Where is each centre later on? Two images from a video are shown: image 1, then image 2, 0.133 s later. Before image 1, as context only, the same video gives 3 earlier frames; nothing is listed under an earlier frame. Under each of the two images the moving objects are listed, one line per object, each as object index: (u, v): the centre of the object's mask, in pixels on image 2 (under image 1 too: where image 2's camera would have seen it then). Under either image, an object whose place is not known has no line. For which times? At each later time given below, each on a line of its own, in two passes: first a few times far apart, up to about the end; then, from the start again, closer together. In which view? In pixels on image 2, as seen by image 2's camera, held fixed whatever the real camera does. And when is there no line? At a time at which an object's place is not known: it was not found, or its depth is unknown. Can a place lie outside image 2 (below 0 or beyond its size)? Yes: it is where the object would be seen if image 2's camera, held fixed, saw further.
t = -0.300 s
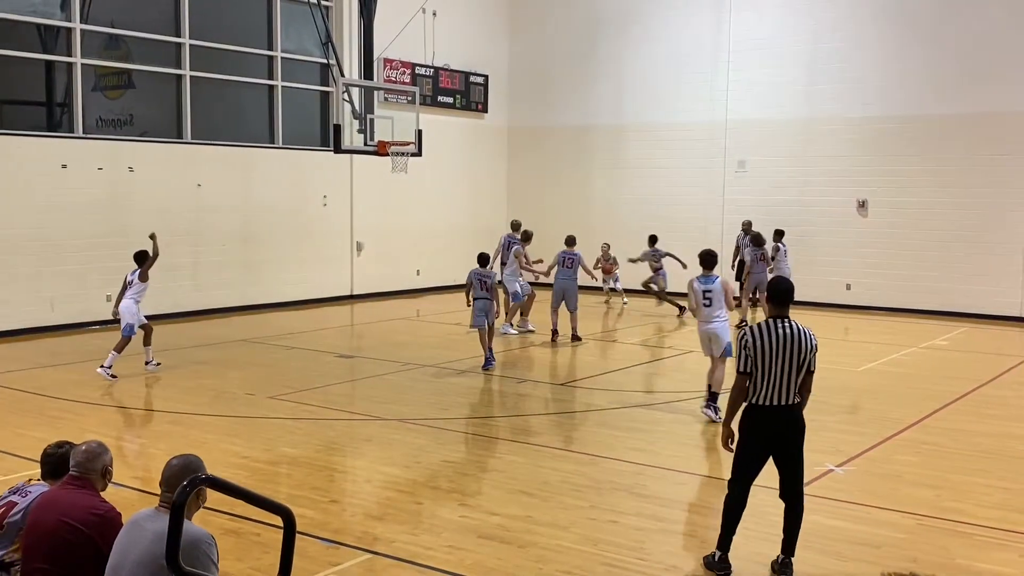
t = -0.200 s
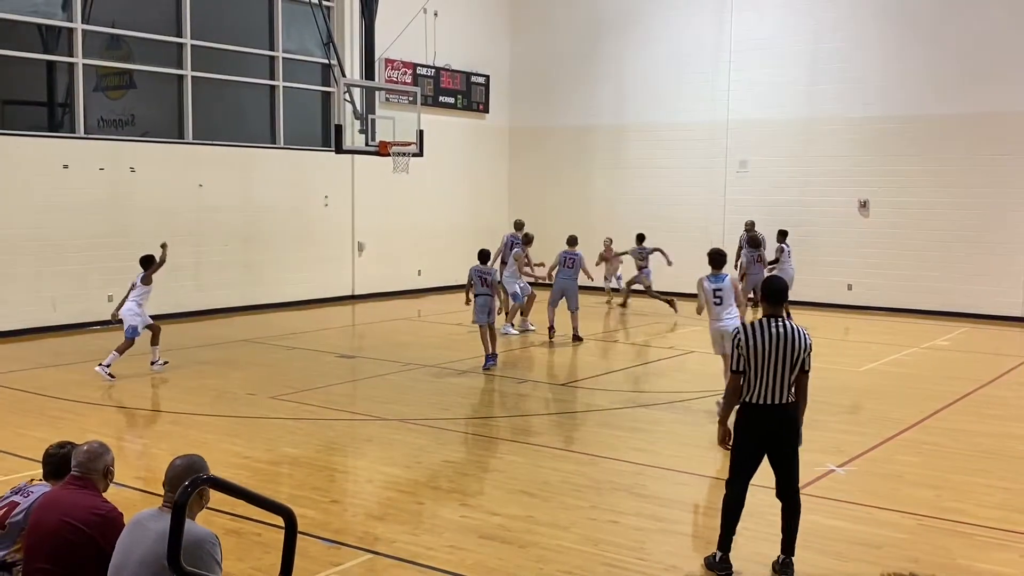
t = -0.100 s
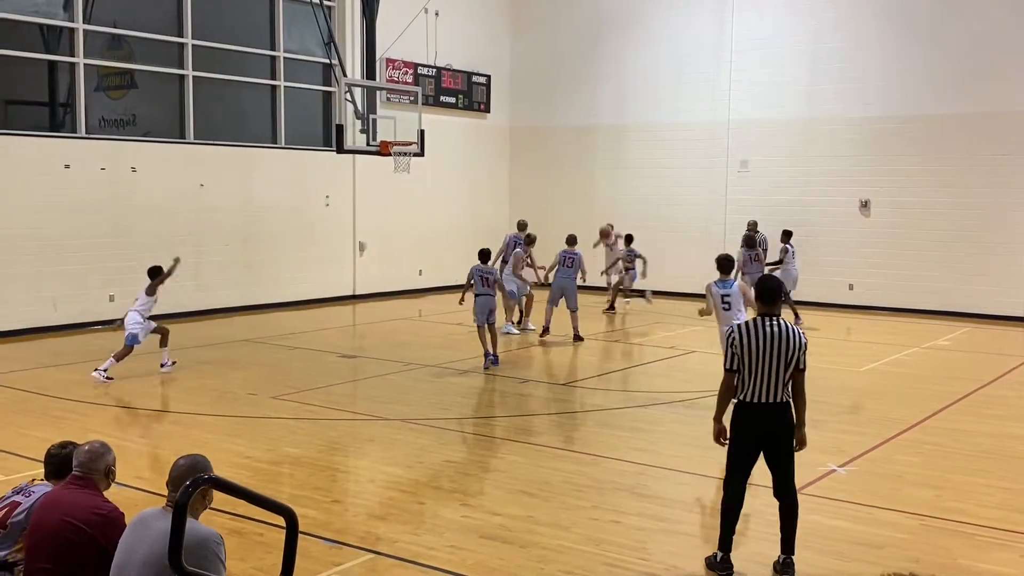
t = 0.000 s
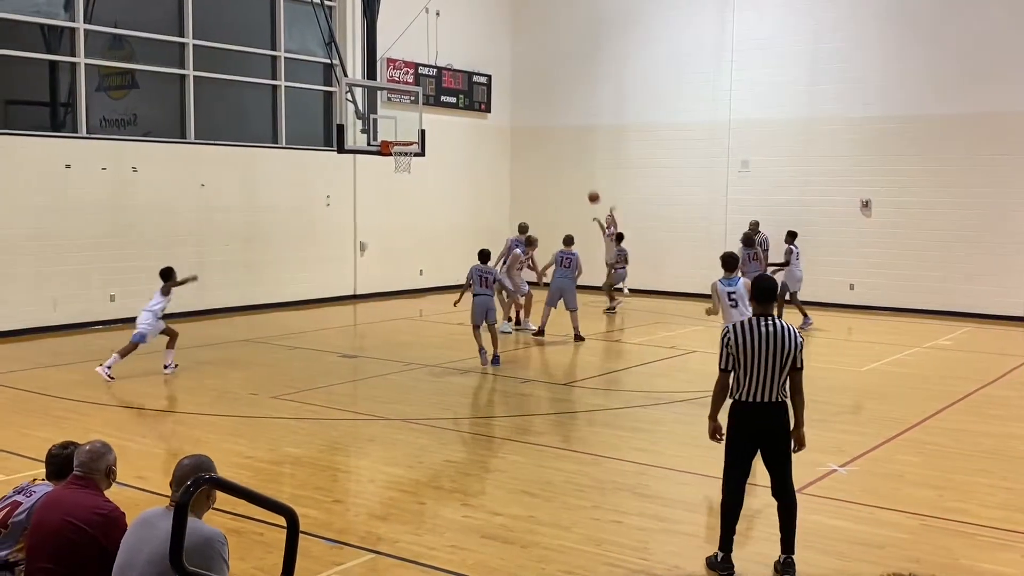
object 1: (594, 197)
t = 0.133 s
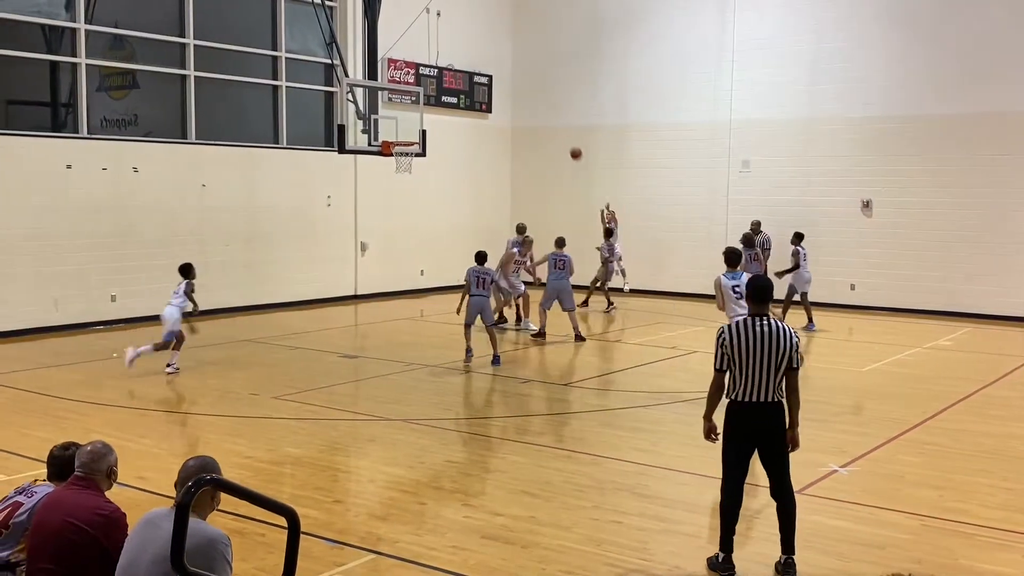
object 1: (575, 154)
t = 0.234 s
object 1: (561, 125)
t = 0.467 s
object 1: (526, 75)
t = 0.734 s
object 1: (482, 51)
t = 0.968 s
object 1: (441, 62)
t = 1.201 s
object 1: (421, 79)
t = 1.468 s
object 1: (428, 103)
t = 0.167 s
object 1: (571, 144)
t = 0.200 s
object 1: (566, 134)
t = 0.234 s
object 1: (561, 125)
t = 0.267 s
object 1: (556, 117)
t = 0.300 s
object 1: (551, 109)
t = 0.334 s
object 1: (546, 101)
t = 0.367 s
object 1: (541, 94)
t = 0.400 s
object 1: (536, 87)
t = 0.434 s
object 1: (531, 81)
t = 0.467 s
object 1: (526, 75)
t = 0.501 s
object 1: (521, 70)
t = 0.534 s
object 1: (515, 66)
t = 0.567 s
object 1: (510, 62)
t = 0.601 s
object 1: (504, 59)
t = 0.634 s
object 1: (499, 56)
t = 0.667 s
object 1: (493, 54)
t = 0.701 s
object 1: (488, 52)
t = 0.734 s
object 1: (482, 51)
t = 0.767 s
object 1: (476, 51)
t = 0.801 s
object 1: (470, 51)
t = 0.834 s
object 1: (464, 53)
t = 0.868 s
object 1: (458, 54)
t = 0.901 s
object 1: (452, 57)
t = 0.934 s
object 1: (446, 60)
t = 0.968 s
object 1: (441, 62)
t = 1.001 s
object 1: (434, 67)
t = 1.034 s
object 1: (428, 73)
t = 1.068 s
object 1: (420, 80)
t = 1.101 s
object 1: (418, 80)
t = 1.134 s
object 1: (420, 79)
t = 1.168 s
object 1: (421, 79)
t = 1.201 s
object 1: (421, 79)
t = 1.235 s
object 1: (422, 79)
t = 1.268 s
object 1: (422, 80)
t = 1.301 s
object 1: (423, 82)
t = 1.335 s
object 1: (424, 84)
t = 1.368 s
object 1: (424, 89)
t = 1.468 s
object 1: (428, 103)
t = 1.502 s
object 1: (429, 110)
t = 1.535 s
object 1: (429, 117)
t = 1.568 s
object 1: (430, 126)
